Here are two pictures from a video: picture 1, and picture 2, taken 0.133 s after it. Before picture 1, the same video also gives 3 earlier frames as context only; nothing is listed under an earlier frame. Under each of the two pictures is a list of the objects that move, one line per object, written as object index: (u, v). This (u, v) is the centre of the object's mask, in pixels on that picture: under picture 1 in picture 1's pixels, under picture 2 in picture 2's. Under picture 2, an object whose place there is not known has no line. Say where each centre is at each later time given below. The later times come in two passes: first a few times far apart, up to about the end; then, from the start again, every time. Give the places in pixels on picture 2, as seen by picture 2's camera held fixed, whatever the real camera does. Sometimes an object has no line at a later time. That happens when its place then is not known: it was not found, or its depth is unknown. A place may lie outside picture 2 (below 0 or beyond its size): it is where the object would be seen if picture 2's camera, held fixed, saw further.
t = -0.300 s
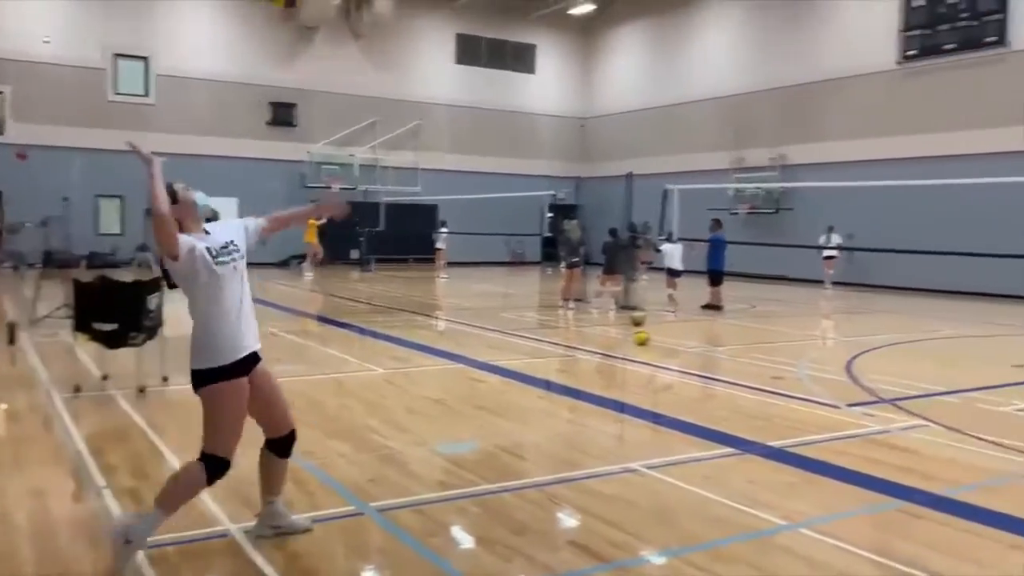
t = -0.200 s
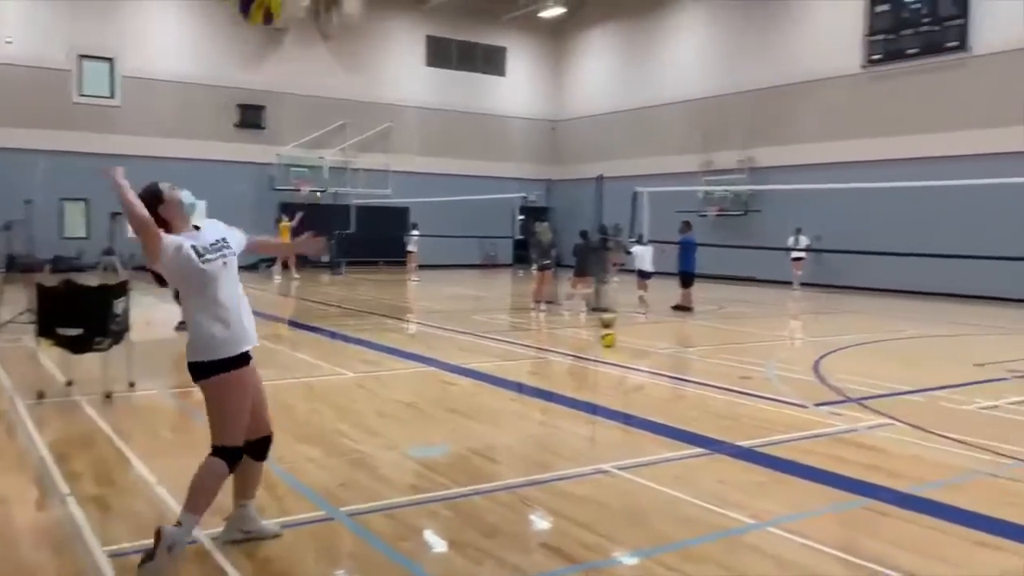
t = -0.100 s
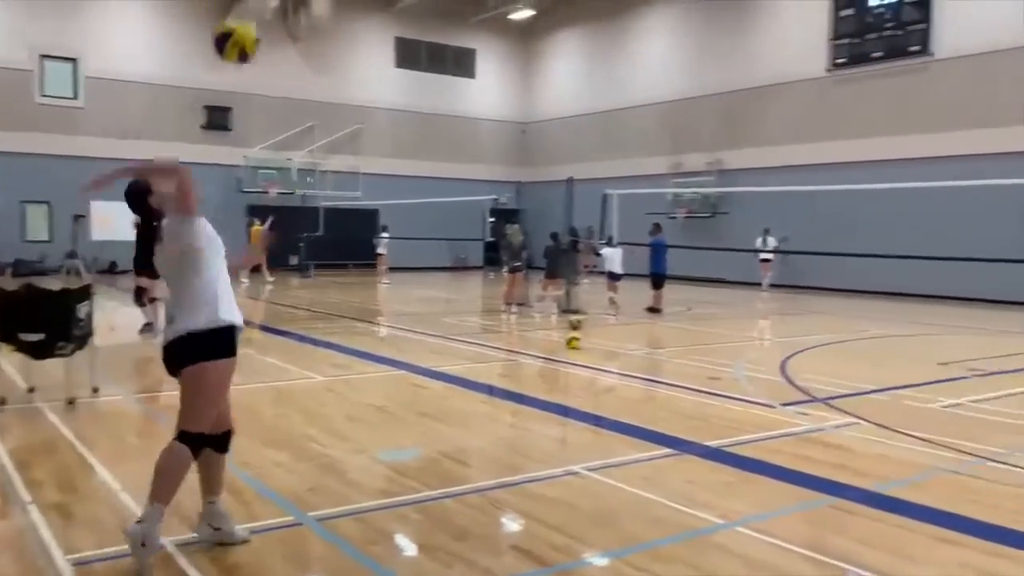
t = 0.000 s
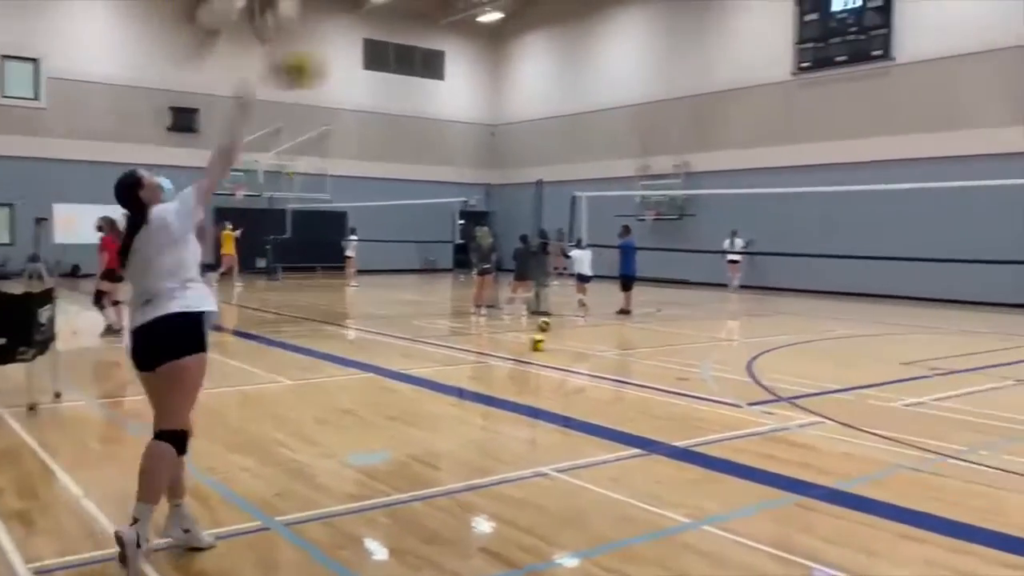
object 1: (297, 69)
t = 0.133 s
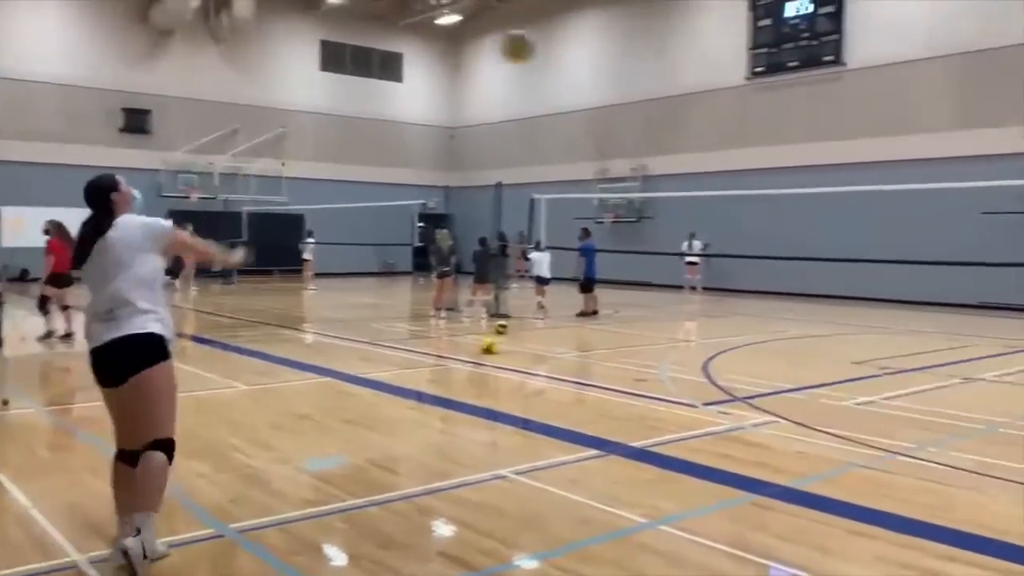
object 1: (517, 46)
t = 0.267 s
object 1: (669, 54)
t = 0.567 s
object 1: (839, 109)
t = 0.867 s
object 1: (923, 179)
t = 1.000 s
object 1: (948, 216)
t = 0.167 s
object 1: (562, 46)
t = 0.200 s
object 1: (601, 47)
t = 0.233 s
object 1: (637, 49)
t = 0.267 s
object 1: (669, 54)
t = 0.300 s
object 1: (697, 58)
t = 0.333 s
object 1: (722, 63)
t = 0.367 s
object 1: (741, 71)
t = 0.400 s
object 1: (762, 74)
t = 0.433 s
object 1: (780, 81)
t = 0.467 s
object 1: (797, 87)
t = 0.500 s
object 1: (812, 96)
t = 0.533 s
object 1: (826, 102)
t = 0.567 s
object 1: (839, 109)
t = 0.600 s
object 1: (851, 116)
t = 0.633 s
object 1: (863, 123)
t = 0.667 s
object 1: (874, 130)
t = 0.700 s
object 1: (884, 138)
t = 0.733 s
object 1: (893, 145)
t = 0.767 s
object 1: (901, 155)
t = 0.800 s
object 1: (909, 163)
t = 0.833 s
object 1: (917, 171)
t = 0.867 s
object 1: (923, 179)
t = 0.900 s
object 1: (929, 192)
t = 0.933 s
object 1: (937, 195)
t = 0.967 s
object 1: (942, 207)
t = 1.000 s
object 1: (948, 216)
